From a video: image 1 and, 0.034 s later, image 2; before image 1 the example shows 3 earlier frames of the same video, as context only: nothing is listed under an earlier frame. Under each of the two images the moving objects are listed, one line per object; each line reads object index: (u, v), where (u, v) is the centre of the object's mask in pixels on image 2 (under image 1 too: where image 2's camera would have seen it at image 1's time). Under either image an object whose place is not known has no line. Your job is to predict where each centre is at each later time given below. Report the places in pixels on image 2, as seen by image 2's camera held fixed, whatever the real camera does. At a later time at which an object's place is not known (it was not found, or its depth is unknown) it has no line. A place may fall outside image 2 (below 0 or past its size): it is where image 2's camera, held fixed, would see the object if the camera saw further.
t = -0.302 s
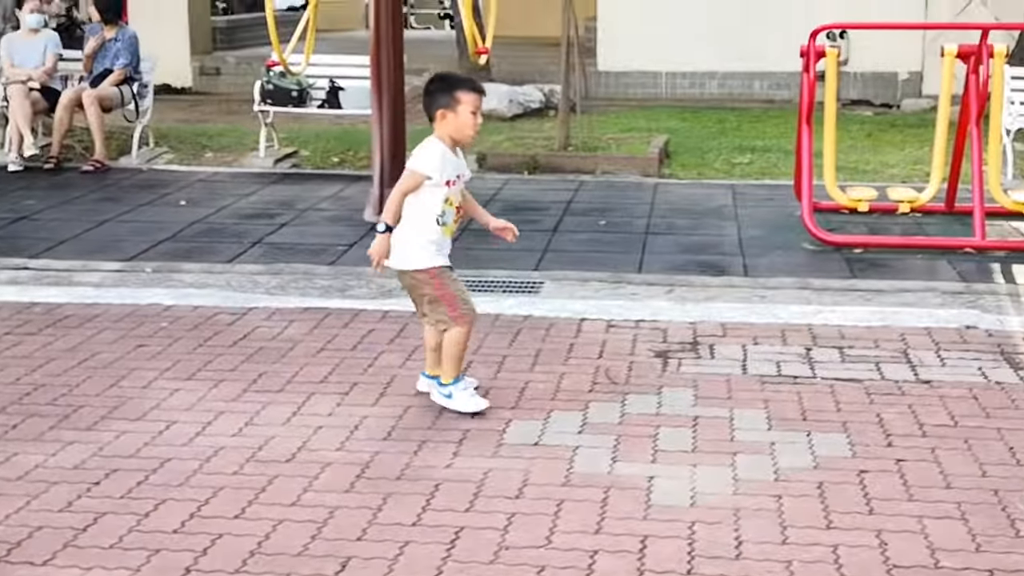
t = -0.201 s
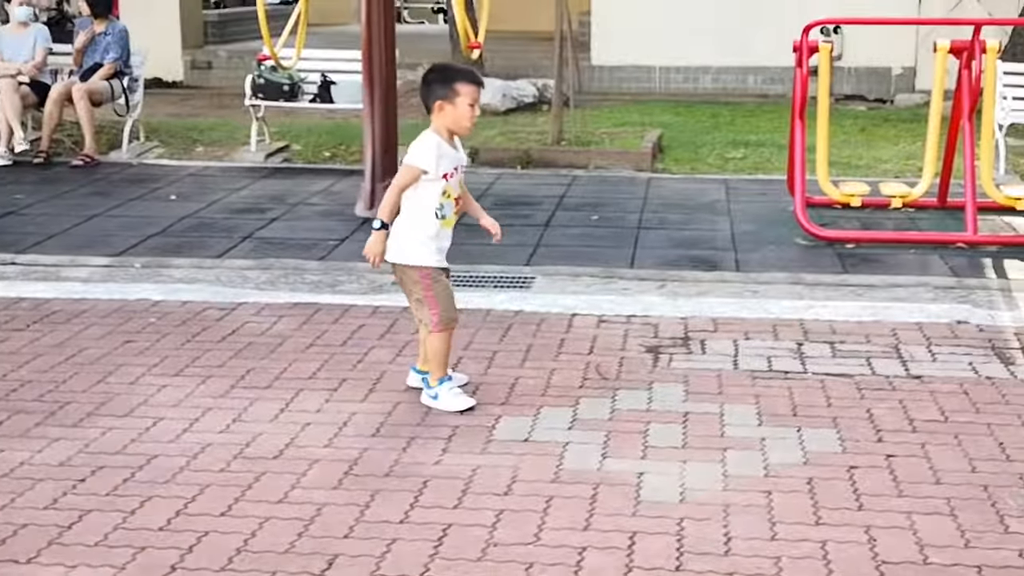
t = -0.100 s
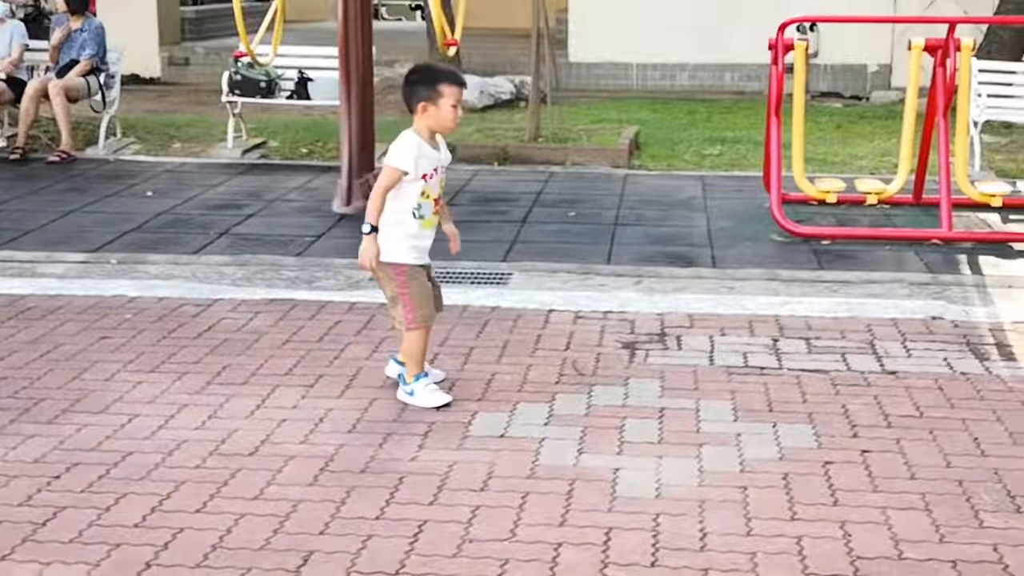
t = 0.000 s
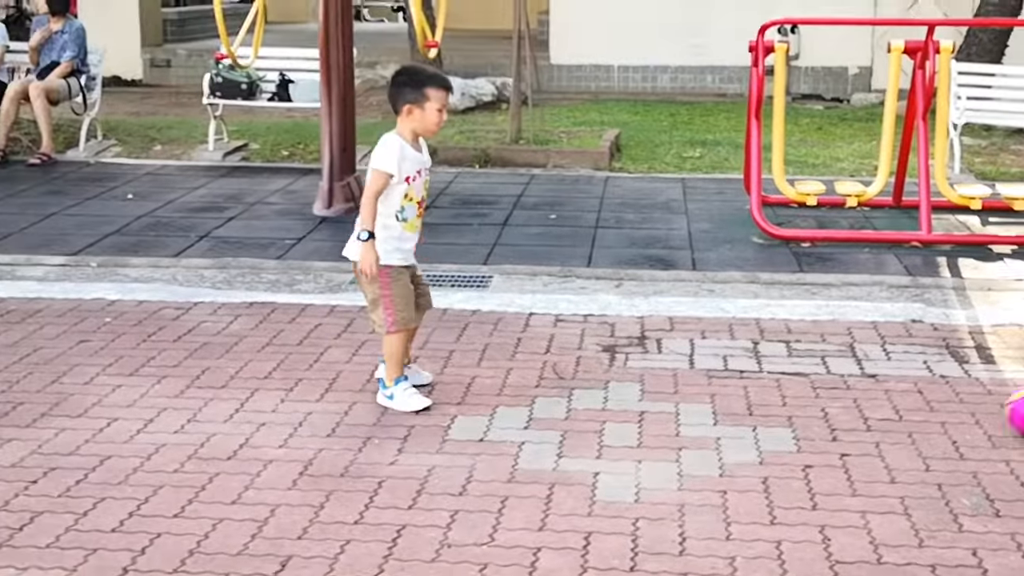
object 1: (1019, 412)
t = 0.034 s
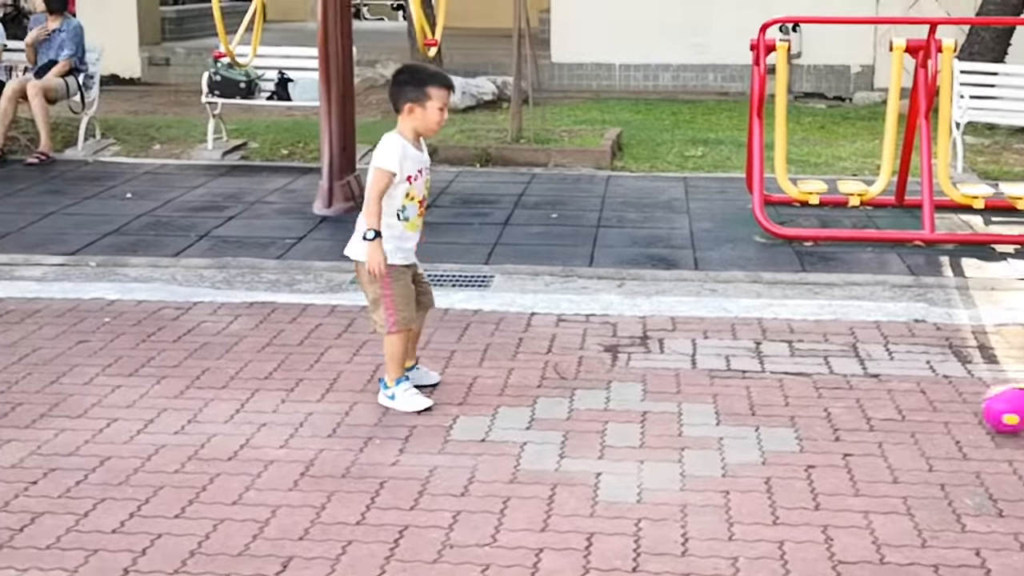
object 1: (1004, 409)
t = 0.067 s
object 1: (982, 406)
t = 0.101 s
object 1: (955, 402)
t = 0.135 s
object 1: (932, 402)
